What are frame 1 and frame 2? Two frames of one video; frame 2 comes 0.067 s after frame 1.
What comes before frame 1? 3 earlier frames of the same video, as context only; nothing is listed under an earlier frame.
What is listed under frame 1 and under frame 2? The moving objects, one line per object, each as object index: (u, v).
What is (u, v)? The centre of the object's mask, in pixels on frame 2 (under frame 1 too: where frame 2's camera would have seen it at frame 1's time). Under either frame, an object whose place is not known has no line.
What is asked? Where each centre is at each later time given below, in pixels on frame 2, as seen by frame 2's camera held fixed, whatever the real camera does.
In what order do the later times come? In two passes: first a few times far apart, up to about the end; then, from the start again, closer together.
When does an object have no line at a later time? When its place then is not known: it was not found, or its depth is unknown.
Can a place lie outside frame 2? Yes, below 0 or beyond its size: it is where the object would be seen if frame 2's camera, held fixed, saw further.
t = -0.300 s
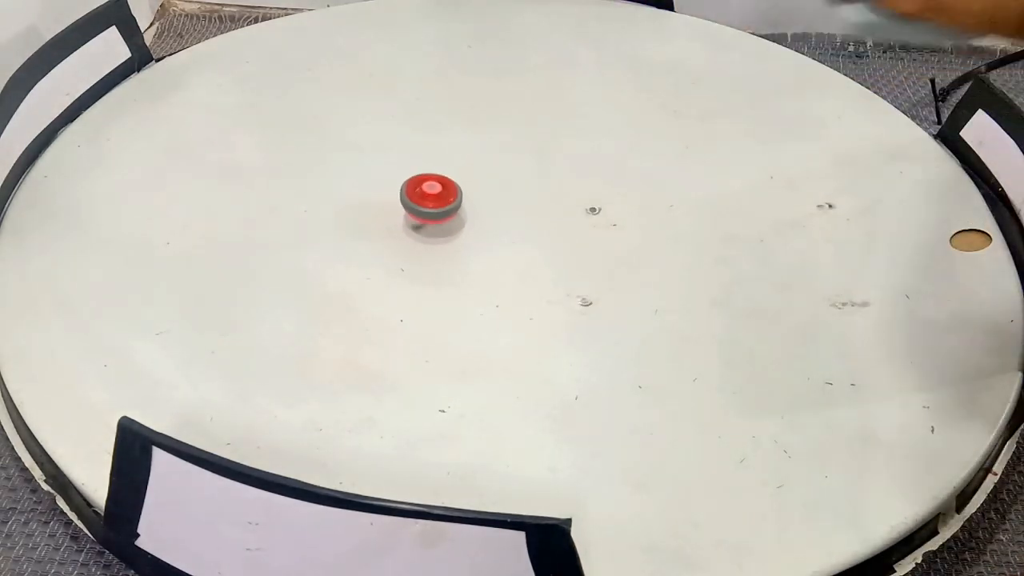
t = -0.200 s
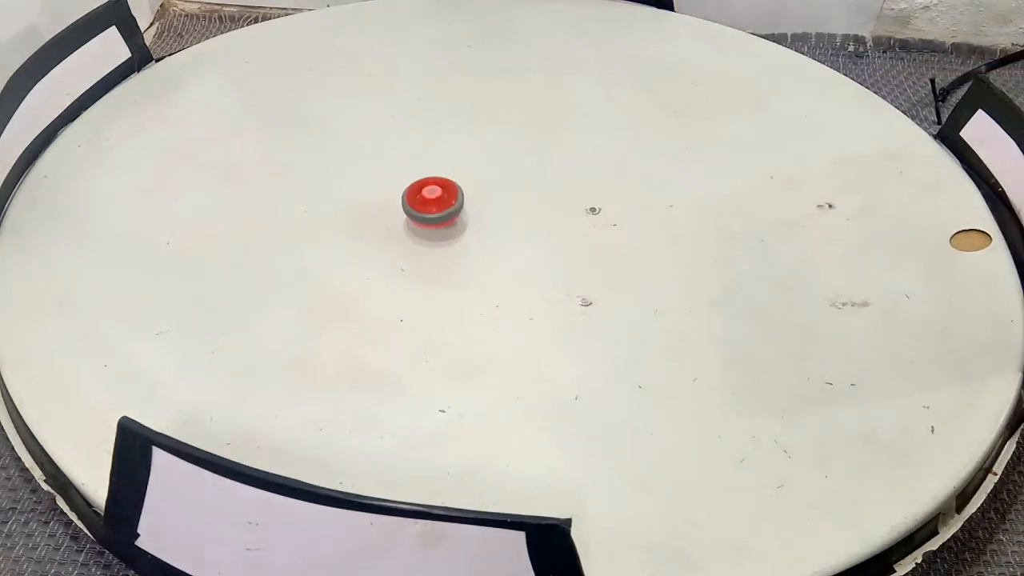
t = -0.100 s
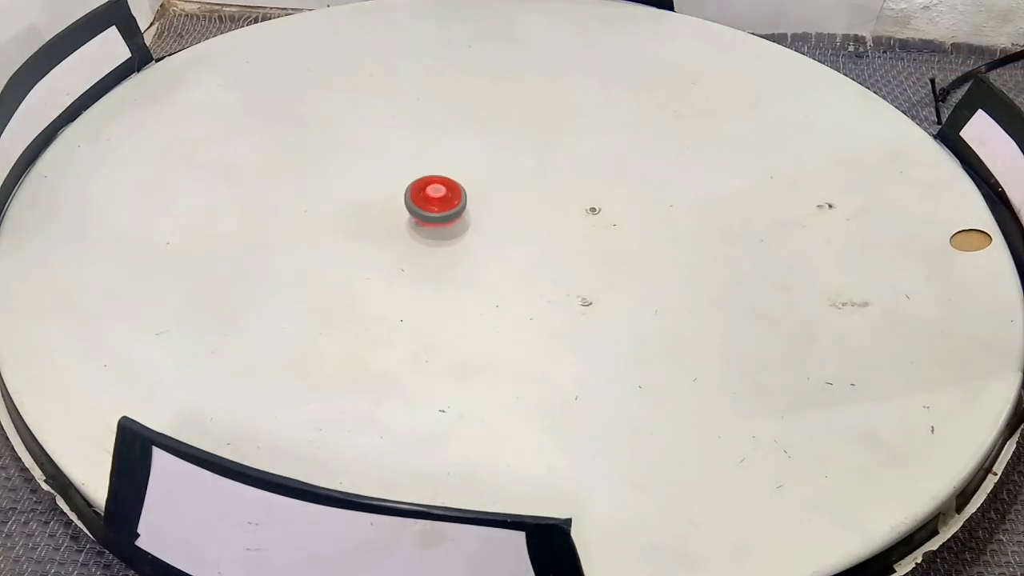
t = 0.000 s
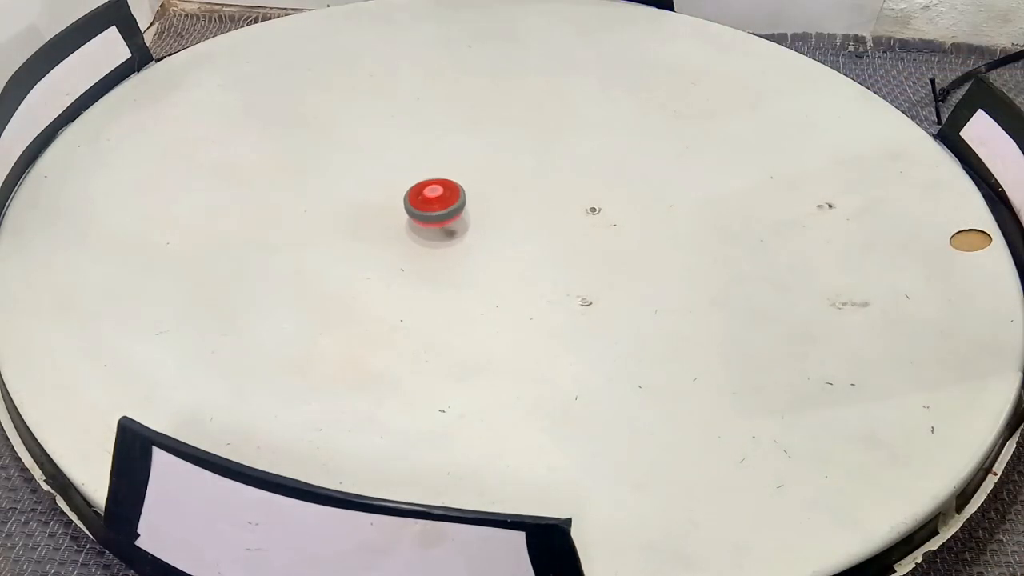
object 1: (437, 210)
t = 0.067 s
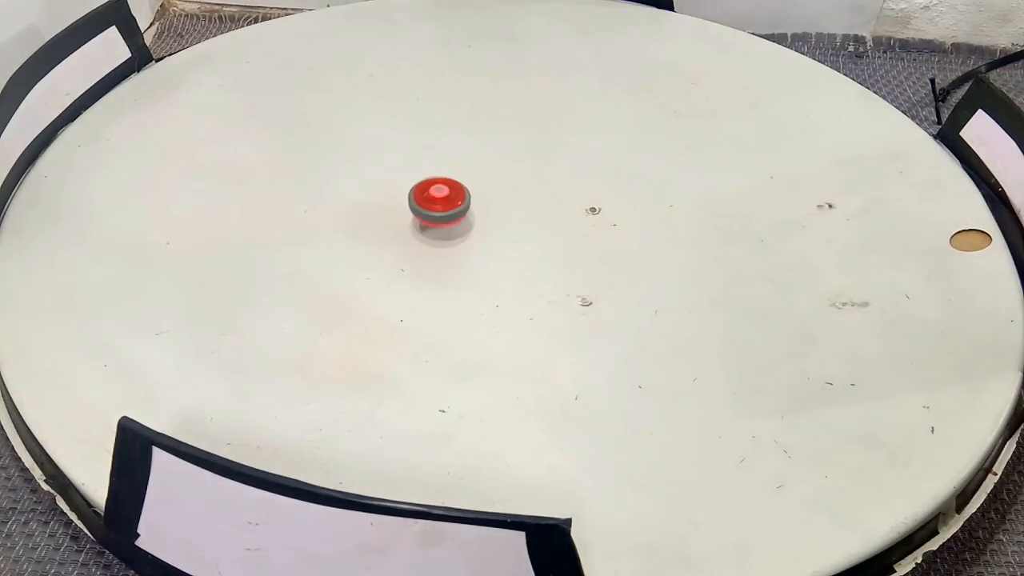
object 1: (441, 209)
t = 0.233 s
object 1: (440, 211)
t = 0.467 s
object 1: (441, 211)
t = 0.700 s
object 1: (445, 210)
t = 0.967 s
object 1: (446, 209)
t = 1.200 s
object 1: (446, 211)
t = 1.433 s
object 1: (447, 214)
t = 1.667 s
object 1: (452, 216)
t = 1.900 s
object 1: (455, 218)
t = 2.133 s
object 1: (457, 219)
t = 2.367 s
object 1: (459, 220)
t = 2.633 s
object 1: (463, 223)
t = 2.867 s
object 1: (462, 222)
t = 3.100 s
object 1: (464, 222)
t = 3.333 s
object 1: (465, 224)
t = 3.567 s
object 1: (466, 222)
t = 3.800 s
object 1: (466, 225)
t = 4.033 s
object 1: (467, 223)
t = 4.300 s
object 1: (468, 222)
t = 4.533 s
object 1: (470, 223)
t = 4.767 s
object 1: (456, 234)
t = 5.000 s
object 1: (471, 219)
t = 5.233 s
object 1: (496, 220)
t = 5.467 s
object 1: (500, 223)
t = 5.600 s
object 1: (481, 218)
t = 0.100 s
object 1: (440, 207)
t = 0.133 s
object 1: (438, 209)
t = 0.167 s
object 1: (437, 211)
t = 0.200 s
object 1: (439, 211)
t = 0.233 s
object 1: (440, 211)
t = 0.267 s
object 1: (440, 209)
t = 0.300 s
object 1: (439, 209)
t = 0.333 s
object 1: (438, 210)
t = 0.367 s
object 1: (438, 211)
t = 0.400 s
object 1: (439, 211)
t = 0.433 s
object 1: (441, 211)
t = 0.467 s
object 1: (441, 211)
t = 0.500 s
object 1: (440, 210)
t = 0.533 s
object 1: (439, 211)
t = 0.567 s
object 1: (439, 212)
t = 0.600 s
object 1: (440, 211)
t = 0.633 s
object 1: (443, 212)
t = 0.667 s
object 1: (445, 212)
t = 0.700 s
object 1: (445, 210)
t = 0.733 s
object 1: (444, 209)
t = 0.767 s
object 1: (441, 210)
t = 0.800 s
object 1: (440, 209)
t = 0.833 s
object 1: (441, 210)
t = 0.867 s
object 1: (443, 211)
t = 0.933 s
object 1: (445, 209)
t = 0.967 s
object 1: (446, 209)
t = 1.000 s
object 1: (445, 211)
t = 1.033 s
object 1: (445, 212)
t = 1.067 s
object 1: (445, 212)
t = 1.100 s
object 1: (447, 212)
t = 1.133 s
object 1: (446, 211)
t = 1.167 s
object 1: (446, 211)
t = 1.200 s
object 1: (446, 211)
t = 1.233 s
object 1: (446, 212)
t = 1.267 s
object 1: (447, 211)
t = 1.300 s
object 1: (449, 213)
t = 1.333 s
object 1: (451, 214)
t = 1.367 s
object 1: (451, 212)
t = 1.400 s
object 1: (449, 212)
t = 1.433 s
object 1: (447, 214)
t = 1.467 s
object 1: (447, 212)
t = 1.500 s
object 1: (448, 214)
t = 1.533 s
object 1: (451, 216)
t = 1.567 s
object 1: (453, 214)
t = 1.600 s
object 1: (454, 213)
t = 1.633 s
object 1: (453, 215)
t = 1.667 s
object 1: (452, 216)
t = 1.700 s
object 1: (453, 217)
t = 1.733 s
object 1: (454, 218)
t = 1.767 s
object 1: (455, 216)
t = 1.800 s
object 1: (453, 215)
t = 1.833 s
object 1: (453, 216)
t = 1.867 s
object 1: (453, 218)
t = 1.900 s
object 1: (455, 218)
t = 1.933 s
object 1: (455, 218)
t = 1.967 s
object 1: (455, 216)
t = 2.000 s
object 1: (455, 217)
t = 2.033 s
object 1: (455, 221)
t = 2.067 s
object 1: (457, 221)
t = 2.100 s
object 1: (458, 220)
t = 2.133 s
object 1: (457, 219)
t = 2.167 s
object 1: (455, 220)
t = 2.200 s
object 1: (455, 218)
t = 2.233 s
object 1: (457, 220)
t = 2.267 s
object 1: (461, 222)
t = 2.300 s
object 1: (463, 220)
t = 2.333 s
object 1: (462, 219)
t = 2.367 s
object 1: (459, 220)
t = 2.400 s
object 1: (458, 223)
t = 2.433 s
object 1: (460, 221)
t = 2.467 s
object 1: (462, 223)
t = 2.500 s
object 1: (463, 222)
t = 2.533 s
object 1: (462, 220)
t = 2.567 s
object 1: (461, 221)
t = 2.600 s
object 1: (462, 222)
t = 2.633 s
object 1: (463, 223)
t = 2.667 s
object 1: (464, 222)
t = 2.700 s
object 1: (464, 222)
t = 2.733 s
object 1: (463, 223)
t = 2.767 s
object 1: (462, 223)
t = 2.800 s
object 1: (462, 223)
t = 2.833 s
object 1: (462, 222)
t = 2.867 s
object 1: (462, 222)
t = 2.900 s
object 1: (462, 221)
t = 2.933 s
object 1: (462, 221)
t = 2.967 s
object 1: (462, 222)
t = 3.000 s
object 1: (462, 223)
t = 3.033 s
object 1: (463, 224)
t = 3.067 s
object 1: (464, 223)
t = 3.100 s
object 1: (464, 222)
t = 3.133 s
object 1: (465, 222)
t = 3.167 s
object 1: (465, 222)
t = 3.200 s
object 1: (465, 221)
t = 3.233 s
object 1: (464, 221)
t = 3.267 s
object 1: (464, 222)
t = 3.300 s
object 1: (464, 223)
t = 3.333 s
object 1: (465, 224)
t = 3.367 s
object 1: (465, 224)
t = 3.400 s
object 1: (465, 224)
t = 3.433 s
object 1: (466, 223)
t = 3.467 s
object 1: (466, 222)
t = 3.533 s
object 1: (466, 222)
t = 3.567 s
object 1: (466, 222)
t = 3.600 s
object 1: (466, 222)
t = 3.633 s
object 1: (466, 222)
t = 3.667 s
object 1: (465, 223)
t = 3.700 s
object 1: (466, 224)
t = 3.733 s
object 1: (466, 225)
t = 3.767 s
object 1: (466, 225)
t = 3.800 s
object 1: (466, 225)
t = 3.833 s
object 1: (466, 223)
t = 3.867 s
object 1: (467, 222)
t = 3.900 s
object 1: (467, 222)
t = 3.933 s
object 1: (468, 221)
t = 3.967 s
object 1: (467, 221)
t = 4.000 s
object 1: (467, 223)
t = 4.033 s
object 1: (467, 223)
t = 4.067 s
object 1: (467, 224)
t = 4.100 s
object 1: (467, 226)
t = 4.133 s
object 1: (466, 227)
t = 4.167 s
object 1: (466, 227)
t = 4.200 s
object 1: (466, 226)
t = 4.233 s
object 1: (466, 226)
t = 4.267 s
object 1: (467, 224)
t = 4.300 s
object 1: (468, 222)
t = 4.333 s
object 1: (470, 221)
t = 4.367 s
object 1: (471, 222)
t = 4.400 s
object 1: (471, 222)
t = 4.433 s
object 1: (469, 224)
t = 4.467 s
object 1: (468, 222)
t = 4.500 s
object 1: (470, 220)
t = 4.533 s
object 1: (470, 223)
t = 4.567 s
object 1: (470, 229)
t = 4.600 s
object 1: (468, 230)
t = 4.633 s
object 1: (465, 231)
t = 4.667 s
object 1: (464, 229)
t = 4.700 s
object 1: (462, 228)
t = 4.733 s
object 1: (460, 234)
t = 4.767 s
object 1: (456, 234)
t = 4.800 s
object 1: (454, 231)
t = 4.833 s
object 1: (455, 227)
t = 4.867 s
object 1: (457, 222)
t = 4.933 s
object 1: (460, 223)
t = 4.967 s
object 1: (467, 221)
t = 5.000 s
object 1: (471, 219)
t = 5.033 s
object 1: (474, 220)
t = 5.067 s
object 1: (478, 219)
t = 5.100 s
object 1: (481, 217)
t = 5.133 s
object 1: (484, 220)
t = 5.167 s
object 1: (488, 218)
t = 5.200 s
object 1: (493, 217)
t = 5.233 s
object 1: (496, 220)
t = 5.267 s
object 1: (499, 223)
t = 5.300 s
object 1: (503, 219)
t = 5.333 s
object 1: (505, 220)
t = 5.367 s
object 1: (505, 225)
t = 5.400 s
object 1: (503, 225)
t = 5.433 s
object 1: (502, 224)
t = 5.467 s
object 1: (500, 223)
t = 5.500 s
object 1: (497, 227)
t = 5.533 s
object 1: (491, 223)
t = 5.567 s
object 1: (487, 221)
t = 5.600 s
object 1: (481, 218)
